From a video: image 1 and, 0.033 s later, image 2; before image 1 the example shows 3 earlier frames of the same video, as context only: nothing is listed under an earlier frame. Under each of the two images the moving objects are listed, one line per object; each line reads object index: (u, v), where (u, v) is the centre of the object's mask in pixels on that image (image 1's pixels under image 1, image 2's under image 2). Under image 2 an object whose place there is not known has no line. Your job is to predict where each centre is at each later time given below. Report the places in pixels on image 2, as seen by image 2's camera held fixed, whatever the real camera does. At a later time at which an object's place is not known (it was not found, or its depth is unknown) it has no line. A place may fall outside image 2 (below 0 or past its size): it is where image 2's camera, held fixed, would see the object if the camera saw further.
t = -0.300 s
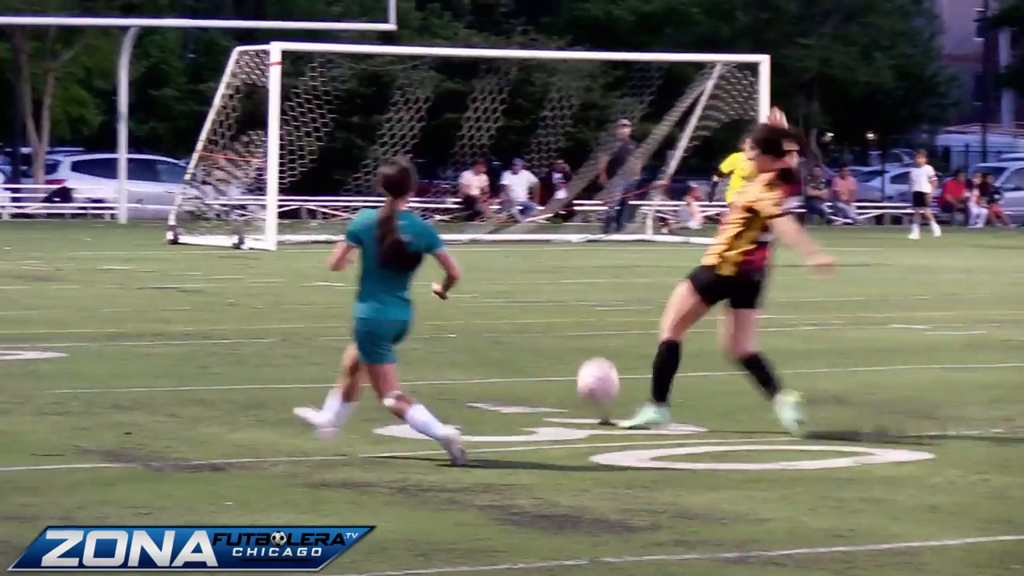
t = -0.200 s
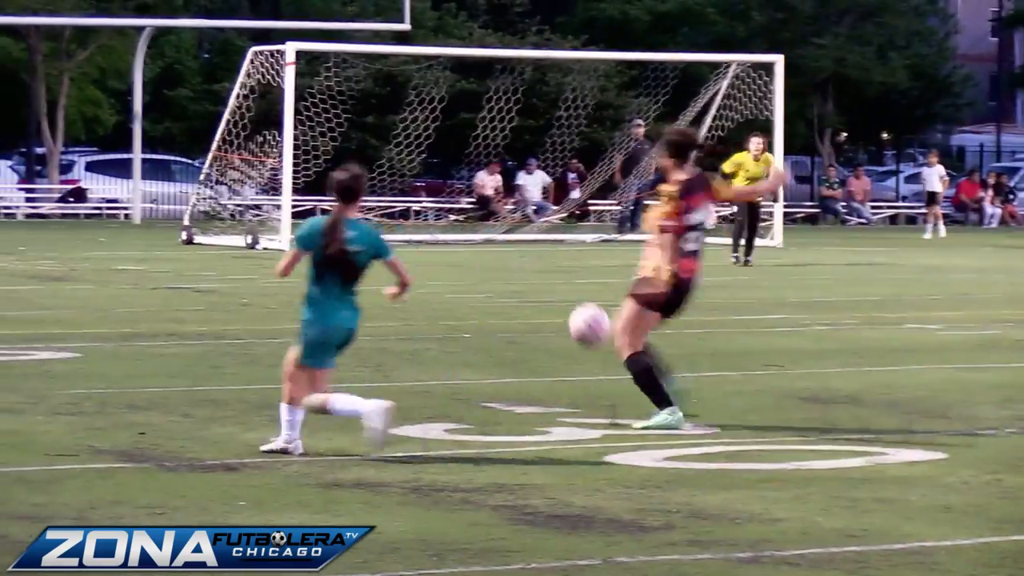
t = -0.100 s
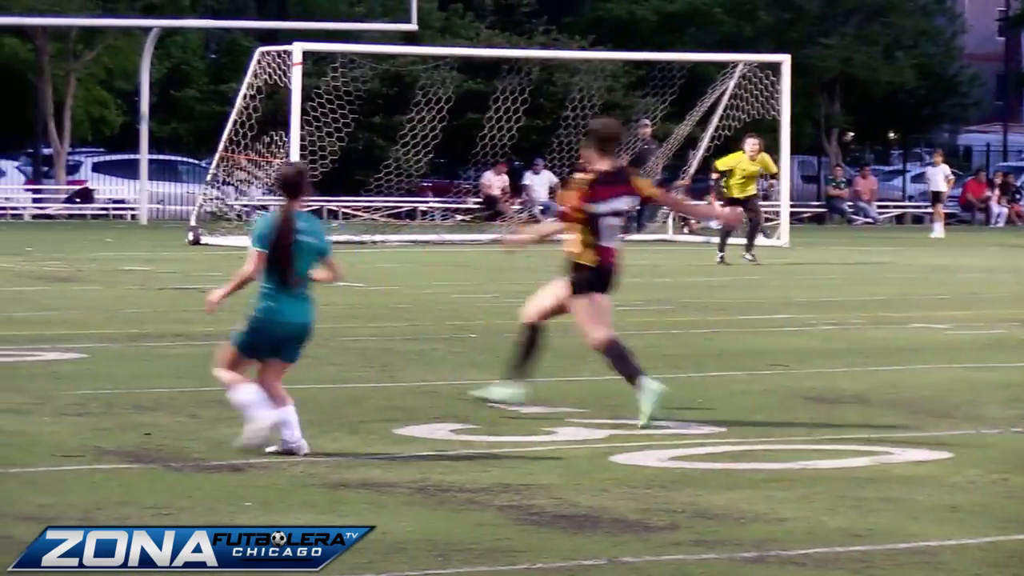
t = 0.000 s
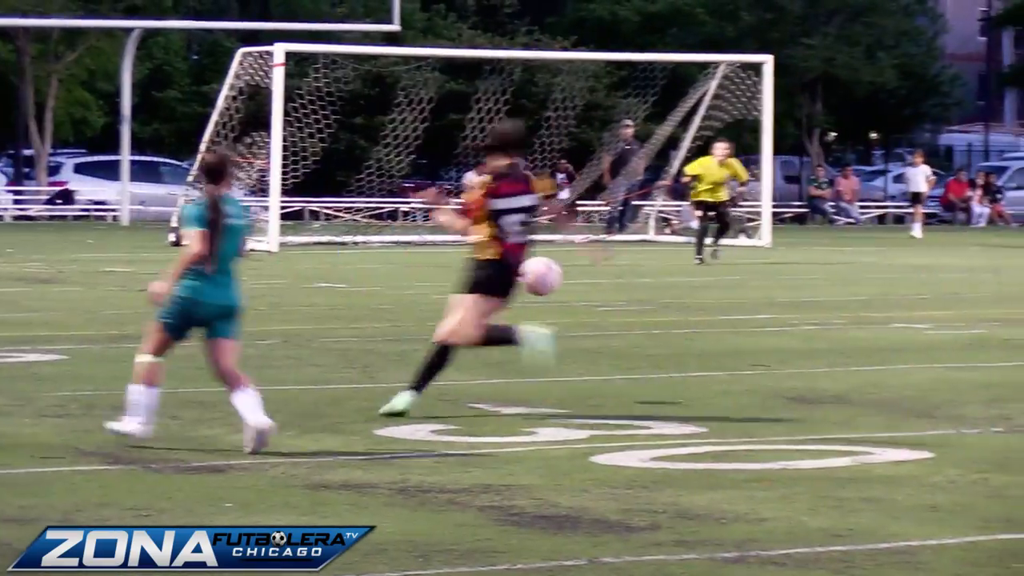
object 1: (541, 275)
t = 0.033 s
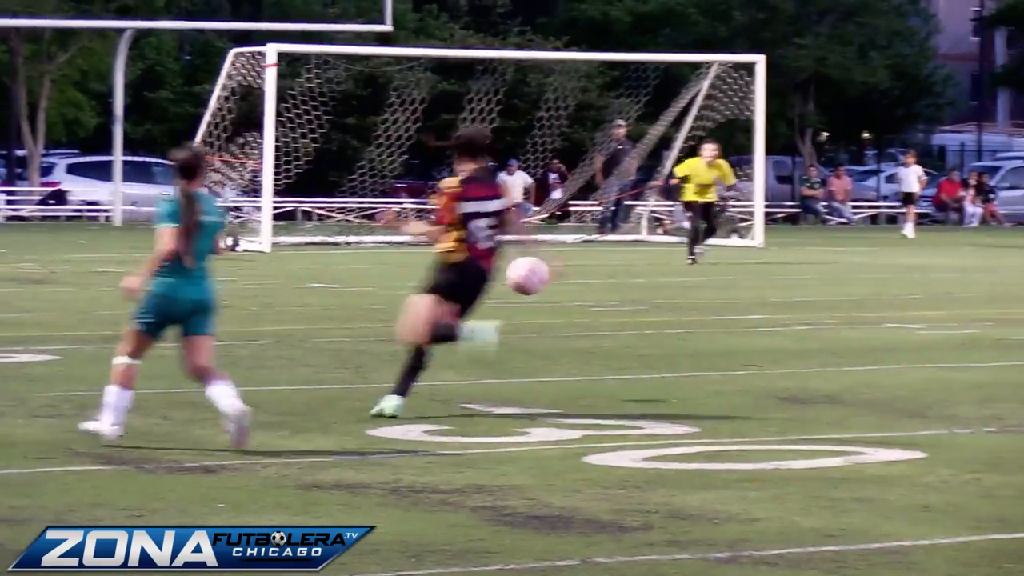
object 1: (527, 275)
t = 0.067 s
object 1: (522, 277)
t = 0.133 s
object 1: (510, 285)
